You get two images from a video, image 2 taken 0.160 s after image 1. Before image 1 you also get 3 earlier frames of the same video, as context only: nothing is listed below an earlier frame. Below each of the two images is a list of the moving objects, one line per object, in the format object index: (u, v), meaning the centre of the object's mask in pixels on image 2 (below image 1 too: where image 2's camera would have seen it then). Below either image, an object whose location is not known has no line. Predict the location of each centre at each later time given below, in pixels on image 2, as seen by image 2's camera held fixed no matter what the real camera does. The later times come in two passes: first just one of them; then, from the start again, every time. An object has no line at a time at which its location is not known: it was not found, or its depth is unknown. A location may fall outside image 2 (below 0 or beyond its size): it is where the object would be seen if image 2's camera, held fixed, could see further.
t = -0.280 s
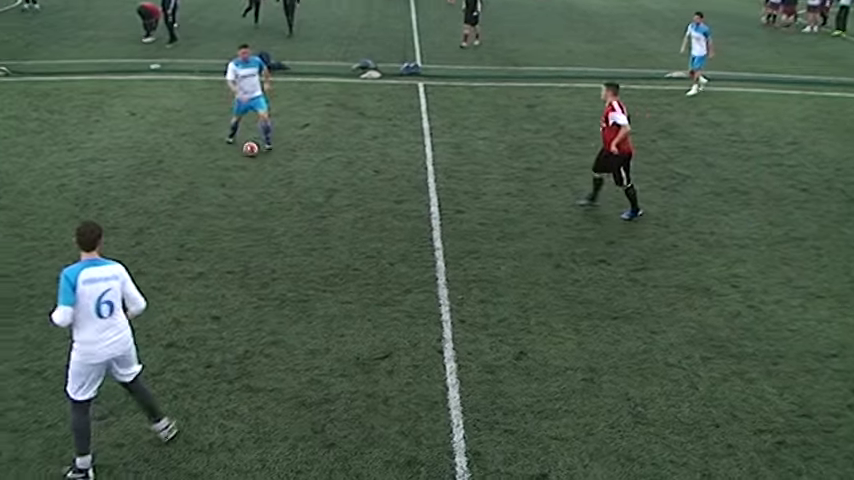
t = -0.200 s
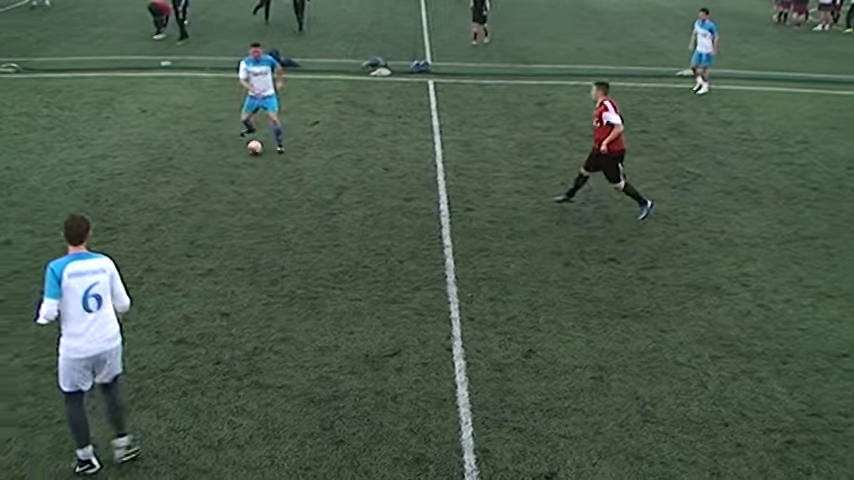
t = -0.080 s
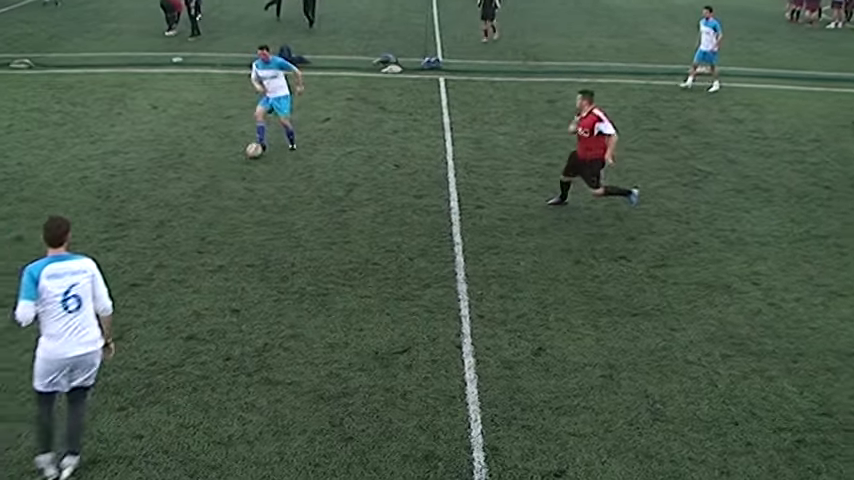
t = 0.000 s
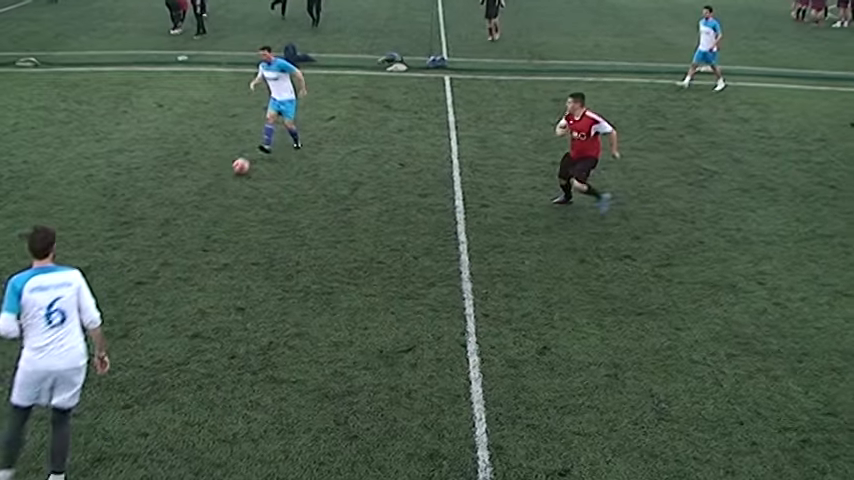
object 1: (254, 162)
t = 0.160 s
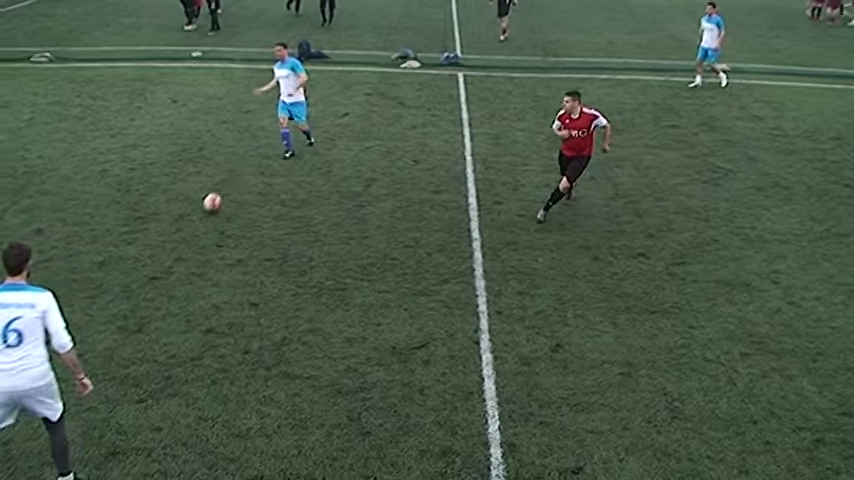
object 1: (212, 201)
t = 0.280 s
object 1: (177, 233)
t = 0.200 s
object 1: (200, 213)
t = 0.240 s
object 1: (188, 222)
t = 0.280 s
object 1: (177, 233)
